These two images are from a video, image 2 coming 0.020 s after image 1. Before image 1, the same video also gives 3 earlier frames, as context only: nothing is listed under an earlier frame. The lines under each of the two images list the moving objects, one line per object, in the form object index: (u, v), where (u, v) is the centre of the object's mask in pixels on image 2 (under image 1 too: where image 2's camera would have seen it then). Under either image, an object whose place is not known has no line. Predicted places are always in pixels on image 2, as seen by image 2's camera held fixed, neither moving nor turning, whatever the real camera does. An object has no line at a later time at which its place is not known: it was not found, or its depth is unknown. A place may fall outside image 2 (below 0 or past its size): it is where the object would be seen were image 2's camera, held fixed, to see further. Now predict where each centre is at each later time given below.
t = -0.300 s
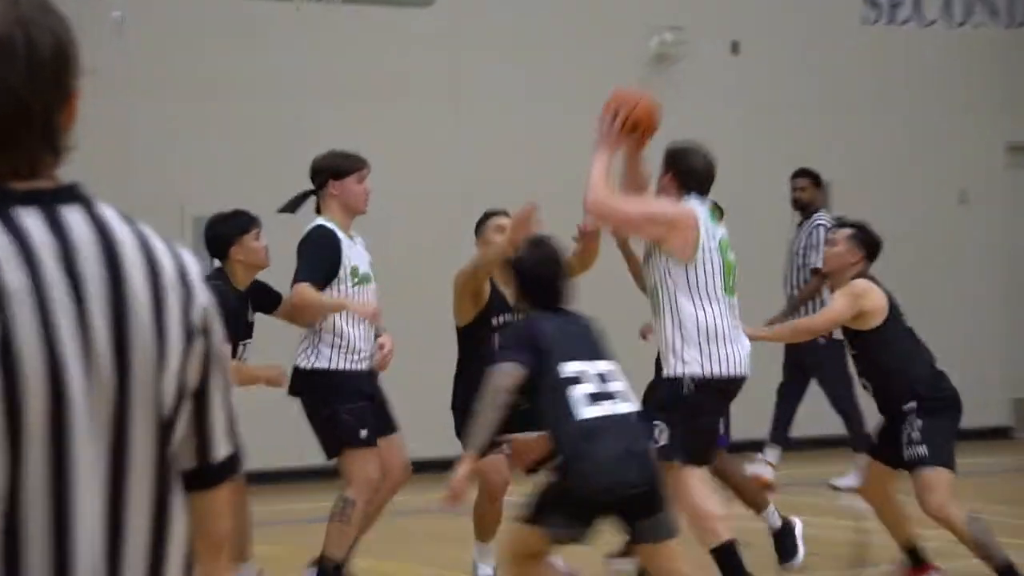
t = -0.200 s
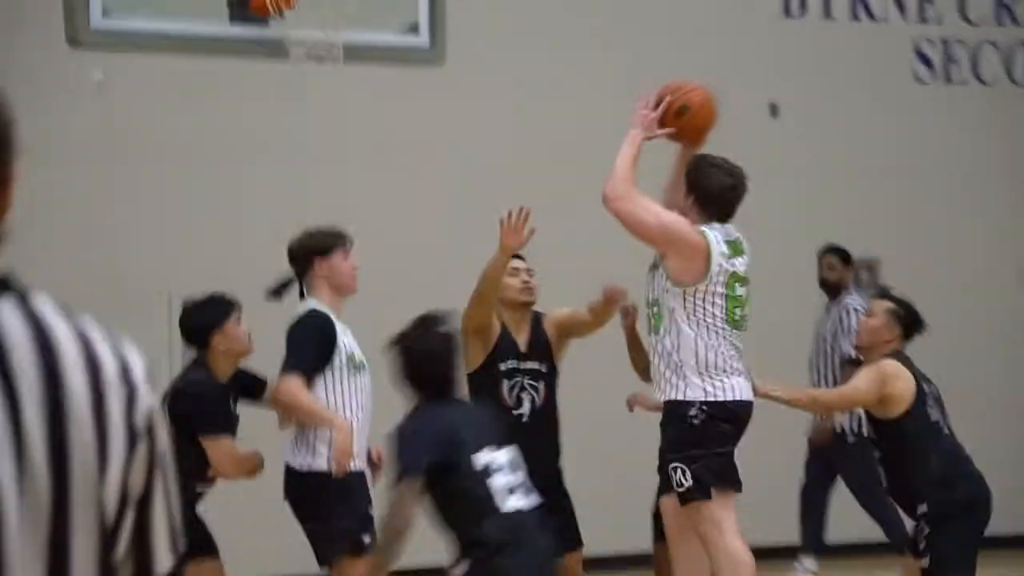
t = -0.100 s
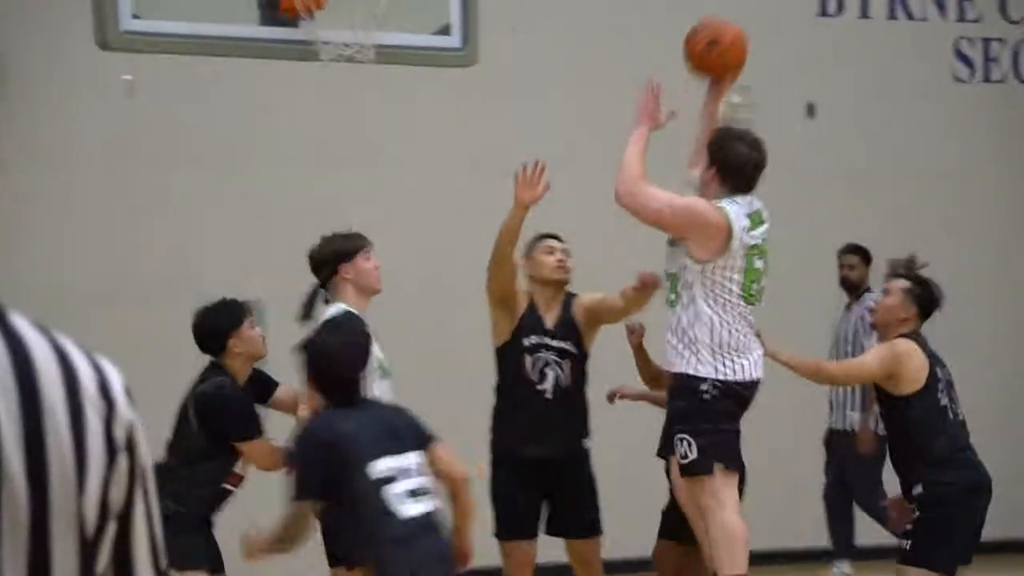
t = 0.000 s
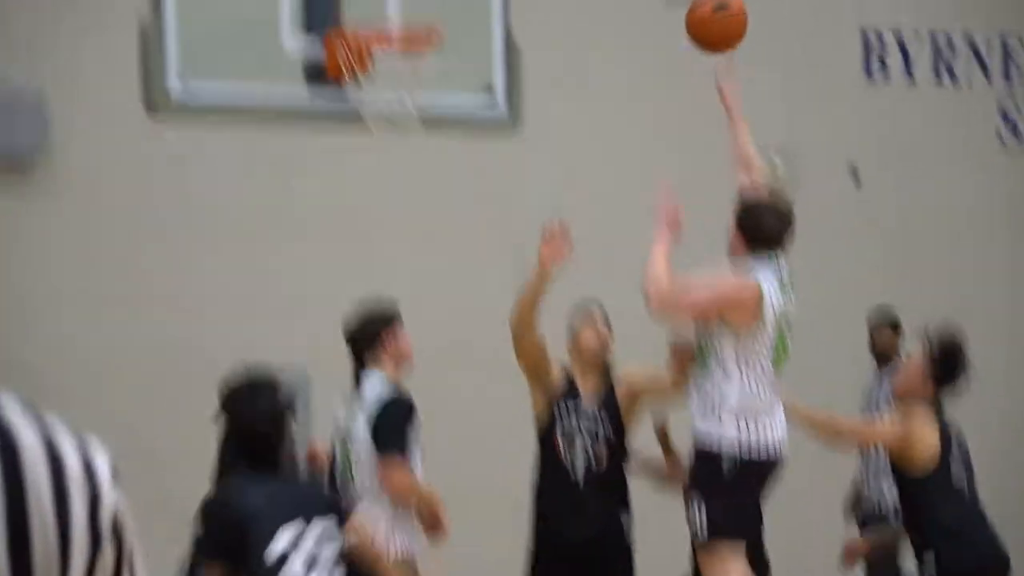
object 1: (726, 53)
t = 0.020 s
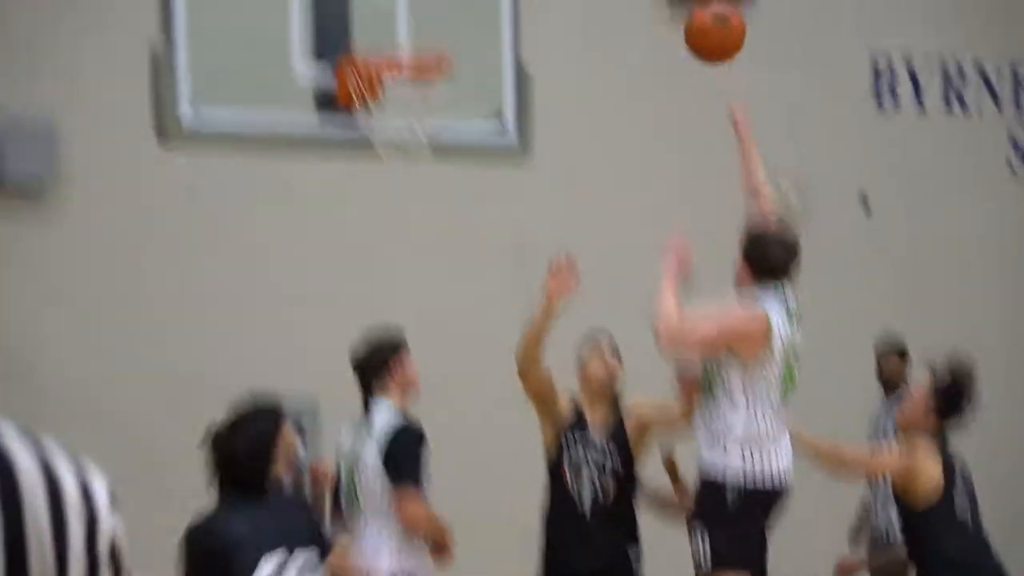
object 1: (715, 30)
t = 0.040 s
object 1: (703, 15)
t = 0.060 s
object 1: (691, 7)
